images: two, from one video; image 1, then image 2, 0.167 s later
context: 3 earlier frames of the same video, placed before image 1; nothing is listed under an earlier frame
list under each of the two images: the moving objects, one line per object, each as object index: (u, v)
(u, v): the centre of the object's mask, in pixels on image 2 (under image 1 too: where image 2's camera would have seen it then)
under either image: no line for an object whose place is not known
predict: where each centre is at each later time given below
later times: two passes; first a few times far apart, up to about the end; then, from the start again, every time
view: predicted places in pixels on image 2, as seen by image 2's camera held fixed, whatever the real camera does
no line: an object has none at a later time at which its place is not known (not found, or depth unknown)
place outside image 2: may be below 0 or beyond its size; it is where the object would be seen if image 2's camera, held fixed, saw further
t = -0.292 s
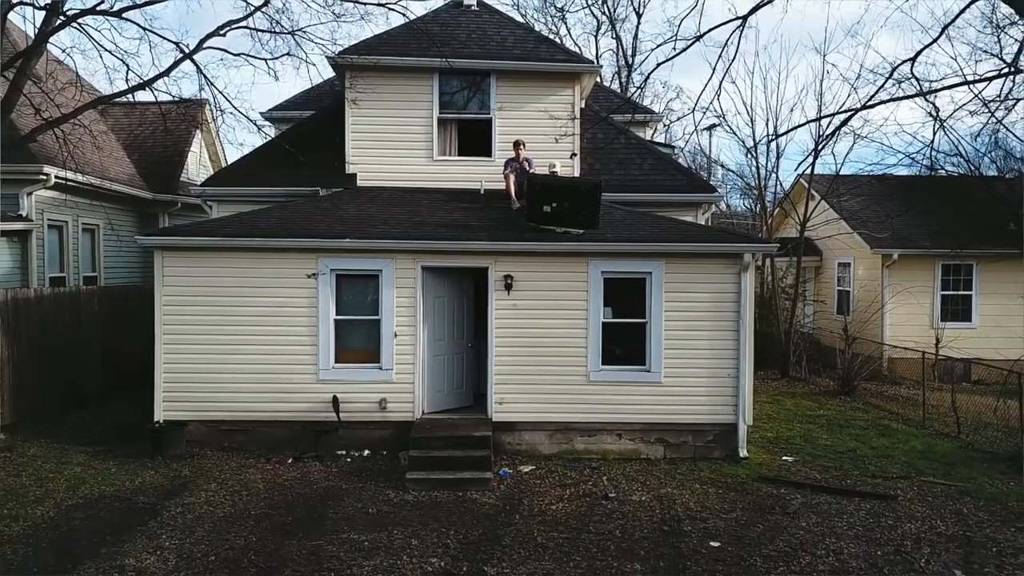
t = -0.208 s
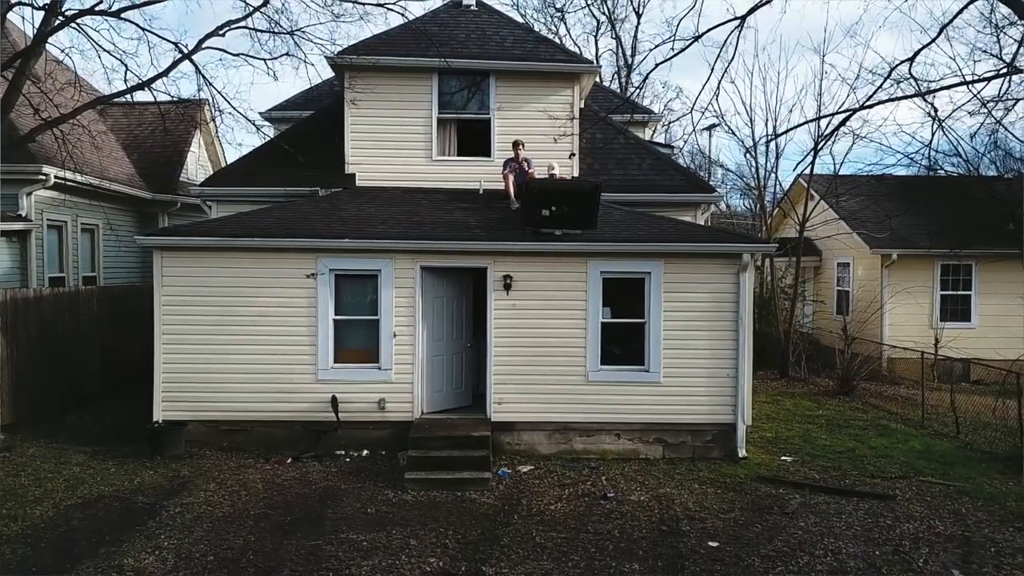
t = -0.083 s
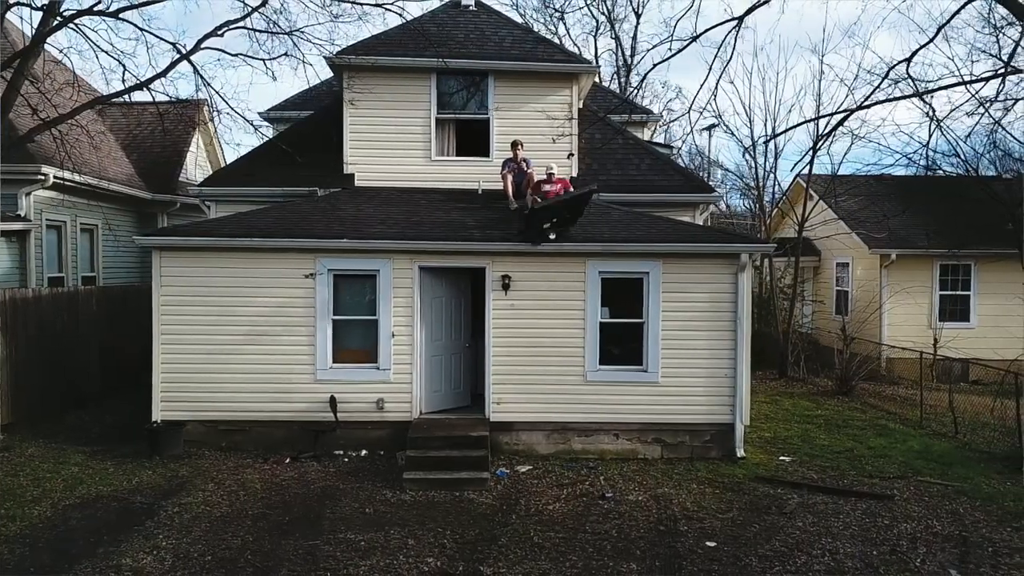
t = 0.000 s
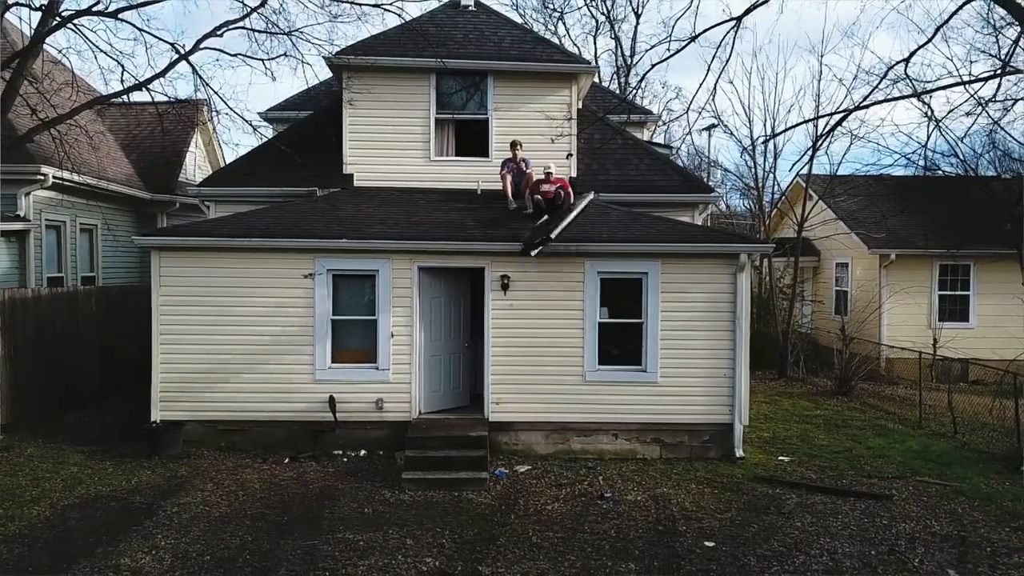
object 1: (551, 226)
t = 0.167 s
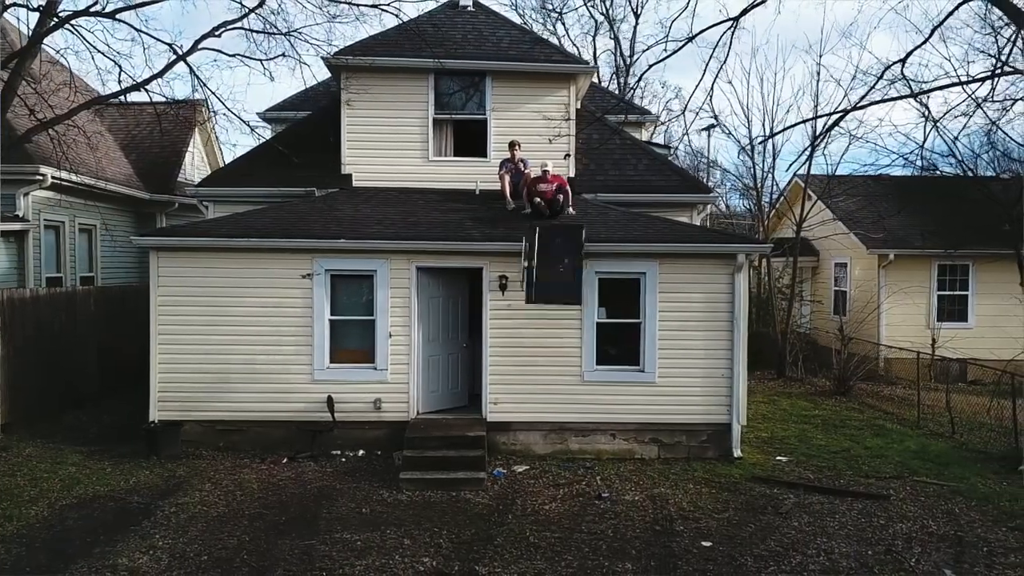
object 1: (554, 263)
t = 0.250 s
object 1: (550, 293)
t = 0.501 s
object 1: (544, 419)
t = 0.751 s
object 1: (514, 507)
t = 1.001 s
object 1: (493, 520)
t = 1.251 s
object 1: (491, 523)
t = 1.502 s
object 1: (493, 522)
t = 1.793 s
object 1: (493, 523)
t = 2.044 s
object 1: (493, 523)
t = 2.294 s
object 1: (493, 523)
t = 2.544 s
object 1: (494, 523)
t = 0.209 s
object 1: (553, 280)
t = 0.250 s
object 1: (550, 293)
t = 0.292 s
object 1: (548, 310)
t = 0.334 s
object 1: (546, 328)
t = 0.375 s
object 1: (544, 349)
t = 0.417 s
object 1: (543, 373)
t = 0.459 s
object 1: (545, 396)
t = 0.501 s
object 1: (544, 419)
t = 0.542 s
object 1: (542, 446)
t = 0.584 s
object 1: (532, 465)
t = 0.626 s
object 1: (525, 500)
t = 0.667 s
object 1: (524, 501)
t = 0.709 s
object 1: (518, 504)
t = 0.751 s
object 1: (514, 507)
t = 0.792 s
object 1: (510, 510)
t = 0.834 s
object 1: (504, 510)
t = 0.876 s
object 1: (502, 511)
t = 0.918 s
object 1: (500, 513)
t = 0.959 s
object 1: (500, 517)
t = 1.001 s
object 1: (493, 520)
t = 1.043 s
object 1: (491, 522)
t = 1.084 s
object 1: (491, 522)
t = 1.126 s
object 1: (491, 522)
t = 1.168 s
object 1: (491, 521)
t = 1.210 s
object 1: (491, 522)
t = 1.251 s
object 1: (491, 523)
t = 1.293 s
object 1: (492, 523)
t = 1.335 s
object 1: (492, 522)
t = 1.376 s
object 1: (493, 523)
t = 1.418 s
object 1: (494, 522)
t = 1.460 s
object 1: (493, 522)
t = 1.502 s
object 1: (493, 522)
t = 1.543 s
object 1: (492, 522)
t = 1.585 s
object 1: (492, 522)
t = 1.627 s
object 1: (493, 522)
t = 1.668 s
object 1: (493, 523)
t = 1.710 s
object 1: (493, 523)
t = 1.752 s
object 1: (493, 523)
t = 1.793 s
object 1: (493, 523)
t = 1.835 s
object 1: (492, 523)
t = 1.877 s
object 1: (492, 523)
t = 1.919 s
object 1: (492, 523)
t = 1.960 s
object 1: (492, 522)
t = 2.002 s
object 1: (493, 523)
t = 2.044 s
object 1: (493, 523)
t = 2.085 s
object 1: (493, 523)
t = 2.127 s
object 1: (493, 523)
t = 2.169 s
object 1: (494, 523)
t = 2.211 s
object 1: (493, 523)
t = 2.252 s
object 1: (493, 523)
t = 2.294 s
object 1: (493, 523)
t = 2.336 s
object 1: (494, 523)
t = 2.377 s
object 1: (494, 523)
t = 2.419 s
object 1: (494, 522)
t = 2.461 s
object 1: (494, 522)
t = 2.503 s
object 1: (494, 522)
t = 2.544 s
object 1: (494, 523)
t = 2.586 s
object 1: (494, 523)
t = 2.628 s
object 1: (494, 523)
